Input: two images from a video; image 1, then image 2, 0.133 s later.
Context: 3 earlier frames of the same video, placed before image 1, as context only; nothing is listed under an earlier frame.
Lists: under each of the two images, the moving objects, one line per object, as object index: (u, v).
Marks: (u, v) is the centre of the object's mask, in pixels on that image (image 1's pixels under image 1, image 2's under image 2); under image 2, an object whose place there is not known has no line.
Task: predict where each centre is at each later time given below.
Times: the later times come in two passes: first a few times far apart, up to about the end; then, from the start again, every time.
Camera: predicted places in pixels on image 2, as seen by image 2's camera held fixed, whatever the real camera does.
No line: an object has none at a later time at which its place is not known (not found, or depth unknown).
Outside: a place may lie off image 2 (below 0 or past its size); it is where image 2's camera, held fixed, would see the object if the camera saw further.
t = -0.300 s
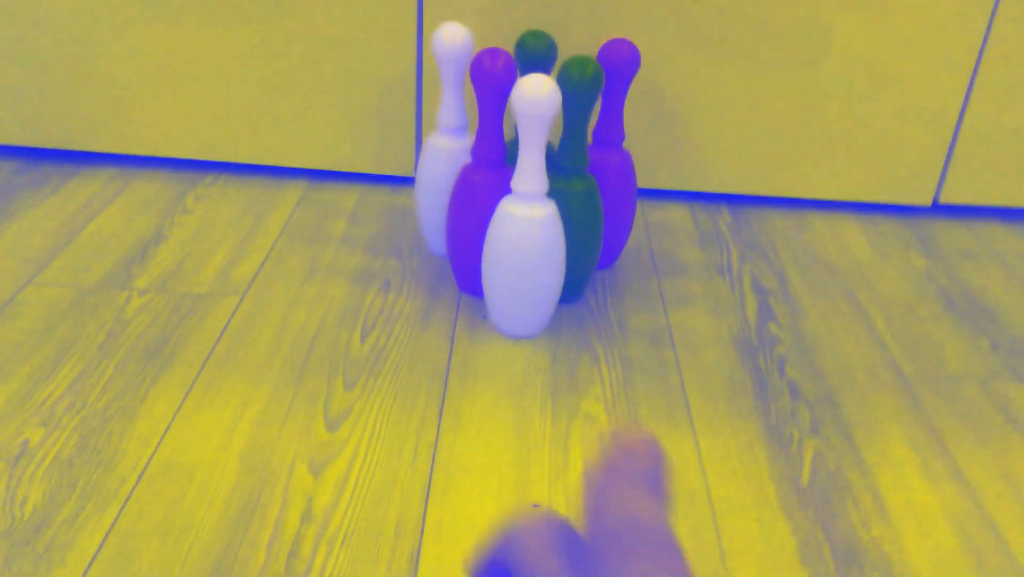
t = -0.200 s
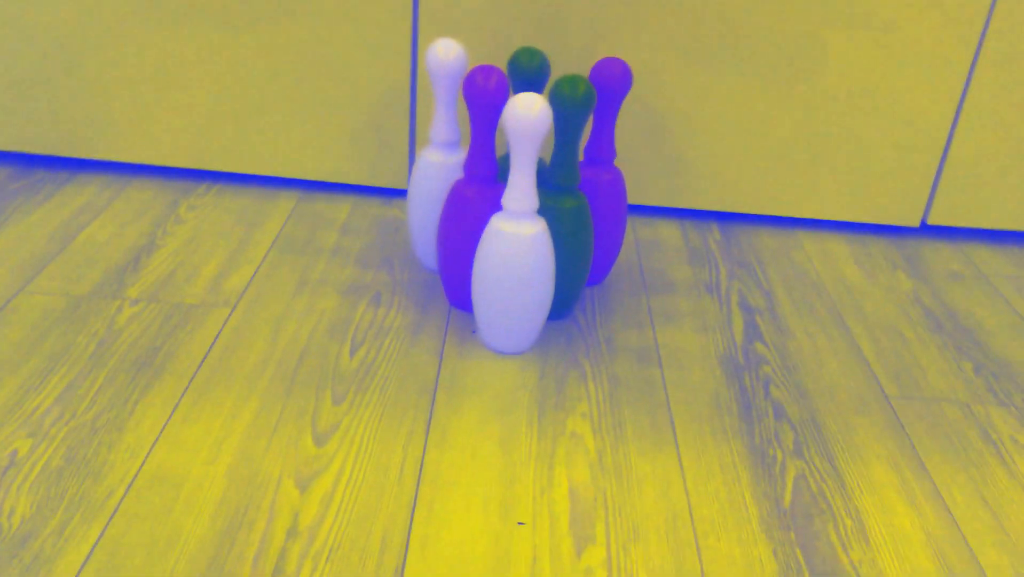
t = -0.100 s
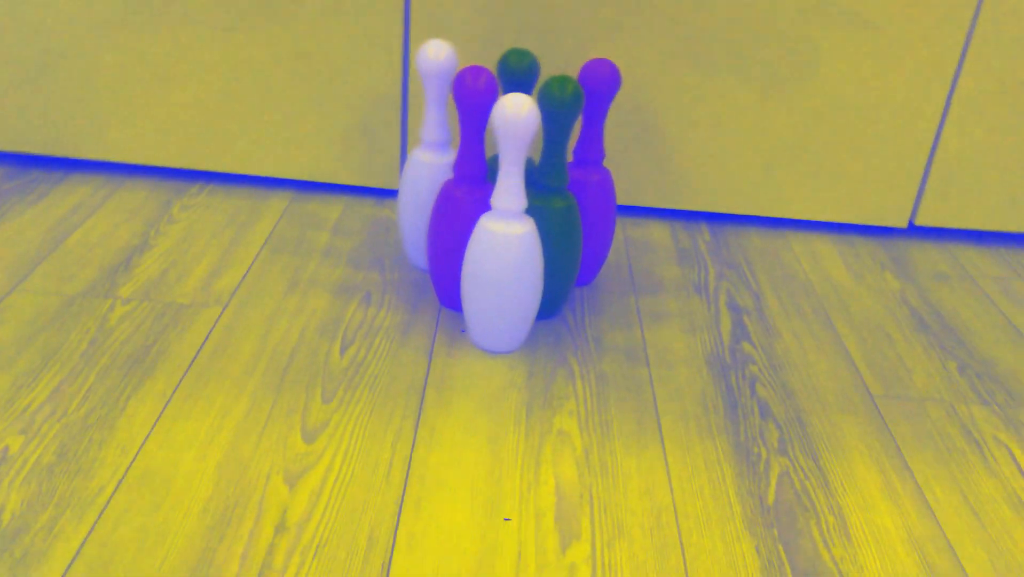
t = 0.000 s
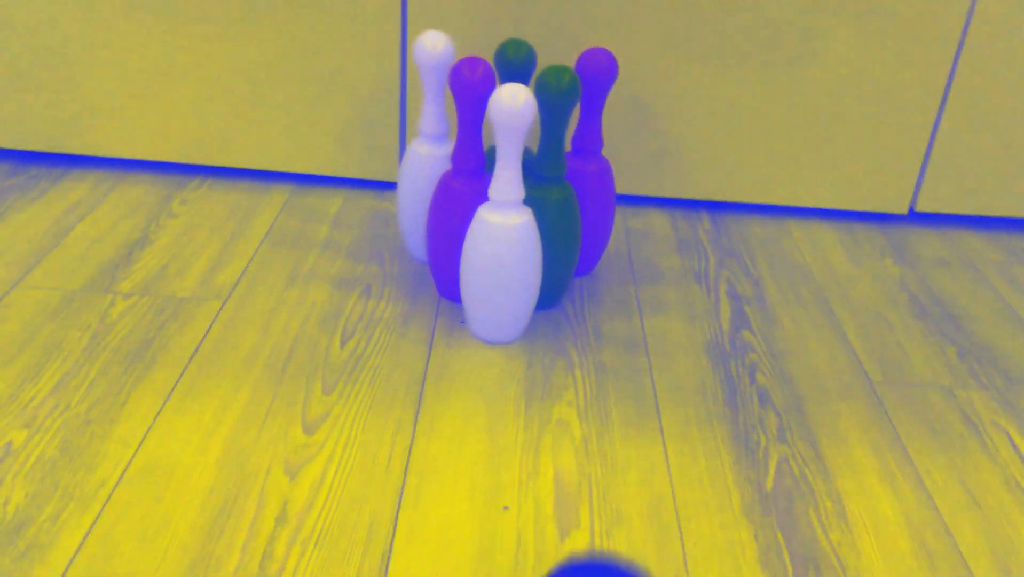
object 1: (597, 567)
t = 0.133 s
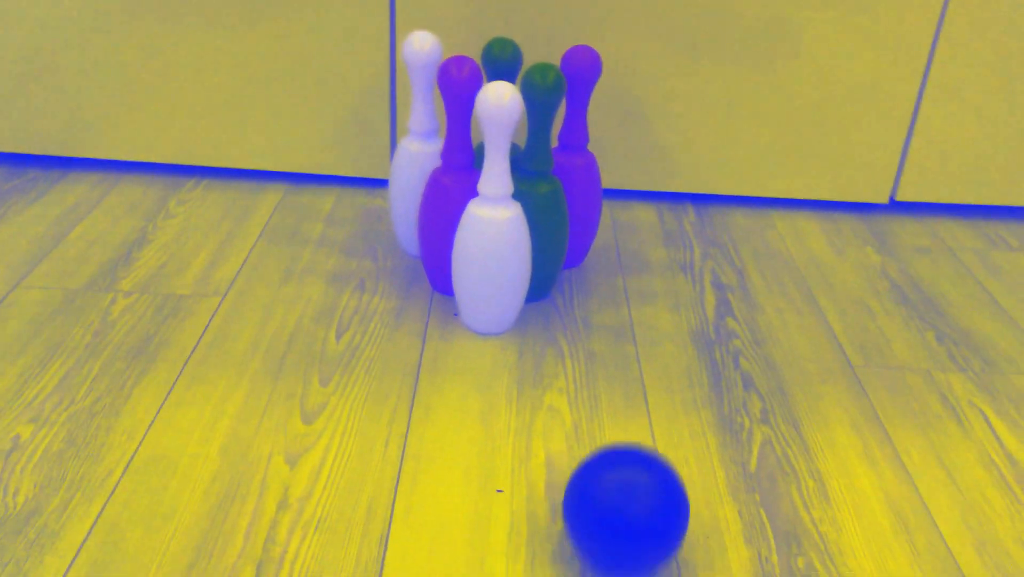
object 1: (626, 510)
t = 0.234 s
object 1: (643, 454)
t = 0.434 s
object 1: (684, 371)
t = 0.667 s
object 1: (715, 293)
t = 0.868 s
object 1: (744, 247)
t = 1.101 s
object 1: (776, 200)
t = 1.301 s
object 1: (830, 205)
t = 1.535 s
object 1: (899, 214)
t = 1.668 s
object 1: (928, 217)
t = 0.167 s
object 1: (632, 490)
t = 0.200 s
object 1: (637, 472)
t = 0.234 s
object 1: (643, 454)
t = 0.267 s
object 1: (649, 438)
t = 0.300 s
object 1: (656, 422)
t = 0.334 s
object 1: (664, 409)
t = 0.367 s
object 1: (671, 396)
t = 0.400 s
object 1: (677, 384)
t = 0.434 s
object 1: (684, 371)
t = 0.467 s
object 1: (690, 358)
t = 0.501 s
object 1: (695, 346)
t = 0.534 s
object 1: (700, 335)
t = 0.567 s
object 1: (704, 323)
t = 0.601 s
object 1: (708, 311)
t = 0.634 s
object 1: (711, 302)
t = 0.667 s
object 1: (715, 293)
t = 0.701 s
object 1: (719, 284)
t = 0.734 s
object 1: (724, 276)
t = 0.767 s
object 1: (729, 268)
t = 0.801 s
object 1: (734, 261)
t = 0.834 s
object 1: (739, 254)
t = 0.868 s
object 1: (744, 247)
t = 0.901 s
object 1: (749, 240)
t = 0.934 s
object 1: (754, 232)
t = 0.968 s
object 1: (758, 225)
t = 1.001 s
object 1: (762, 218)
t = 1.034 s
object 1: (767, 211)
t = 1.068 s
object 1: (771, 205)
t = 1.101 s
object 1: (776, 200)
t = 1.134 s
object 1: (781, 195)
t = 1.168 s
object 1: (788, 191)
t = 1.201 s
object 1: (798, 196)
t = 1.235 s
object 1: (809, 200)
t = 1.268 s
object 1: (819, 203)
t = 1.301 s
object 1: (830, 205)
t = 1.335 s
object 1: (840, 207)
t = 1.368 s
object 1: (850, 209)
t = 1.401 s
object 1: (860, 211)
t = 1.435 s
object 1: (870, 212)
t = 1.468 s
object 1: (880, 212)
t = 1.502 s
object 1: (890, 213)
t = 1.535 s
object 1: (899, 214)
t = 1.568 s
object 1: (907, 214)
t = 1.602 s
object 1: (914, 215)
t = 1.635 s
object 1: (921, 216)
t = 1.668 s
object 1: (928, 217)
